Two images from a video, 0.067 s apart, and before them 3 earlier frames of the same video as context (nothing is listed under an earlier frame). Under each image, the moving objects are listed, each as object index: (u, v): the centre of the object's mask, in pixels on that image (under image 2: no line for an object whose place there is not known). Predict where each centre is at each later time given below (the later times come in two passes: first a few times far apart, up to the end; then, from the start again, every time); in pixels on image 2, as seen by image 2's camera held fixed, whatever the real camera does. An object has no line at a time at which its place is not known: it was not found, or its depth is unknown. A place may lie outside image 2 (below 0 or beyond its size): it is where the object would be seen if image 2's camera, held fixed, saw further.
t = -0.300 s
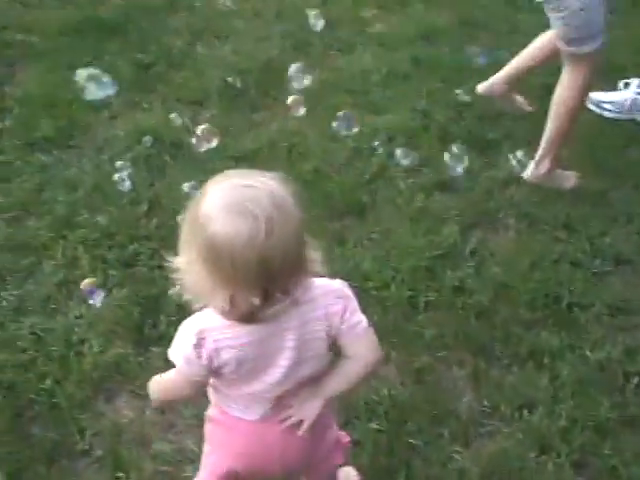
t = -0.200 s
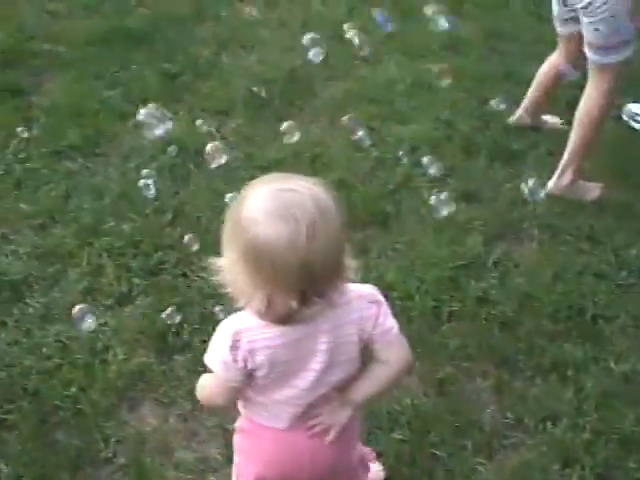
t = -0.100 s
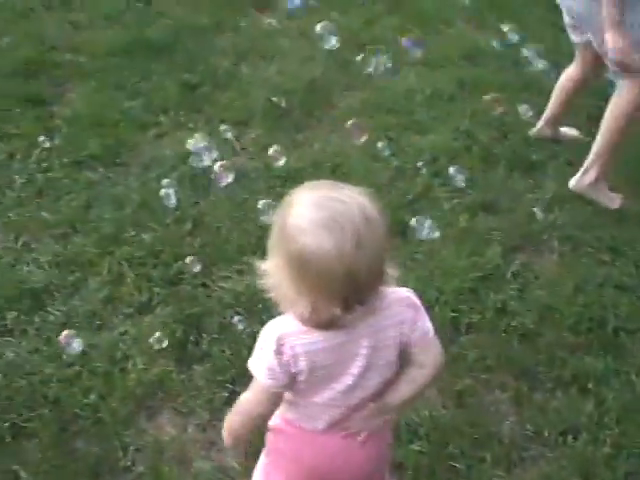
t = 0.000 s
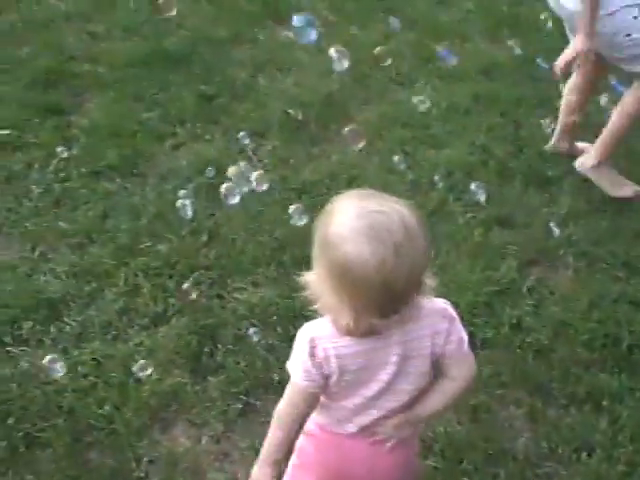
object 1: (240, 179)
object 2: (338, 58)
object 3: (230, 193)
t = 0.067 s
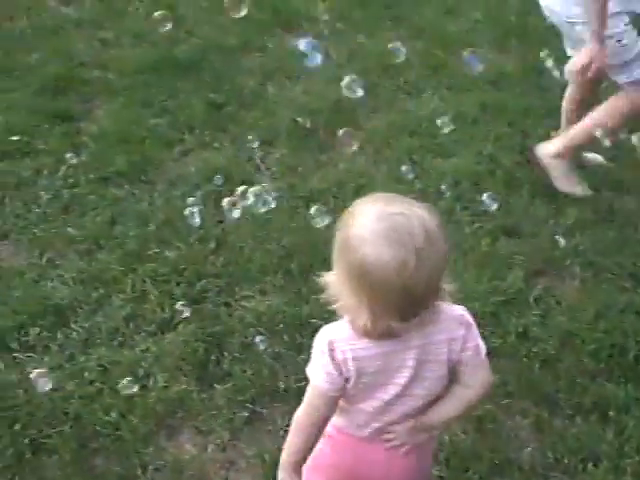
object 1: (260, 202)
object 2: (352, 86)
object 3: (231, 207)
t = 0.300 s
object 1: (286, 243)
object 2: (409, 122)
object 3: (215, 219)
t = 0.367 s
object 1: (290, 245)
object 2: (423, 121)
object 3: (211, 223)
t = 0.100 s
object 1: (268, 208)
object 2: (356, 96)
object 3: (229, 210)
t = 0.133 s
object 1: (272, 214)
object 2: (366, 103)
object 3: (226, 212)
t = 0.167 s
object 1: (276, 223)
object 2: (373, 111)
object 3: (223, 214)
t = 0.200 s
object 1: (279, 229)
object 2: (383, 115)
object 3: (221, 216)
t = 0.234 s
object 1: (281, 233)
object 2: (392, 118)
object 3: (218, 218)
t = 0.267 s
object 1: (285, 238)
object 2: (401, 120)
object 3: (217, 218)
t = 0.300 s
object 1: (286, 243)
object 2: (409, 122)
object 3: (215, 219)
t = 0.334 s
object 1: (288, 248)
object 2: (417, 122)
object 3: (213, 221)
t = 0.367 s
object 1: (290, 245)
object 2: (423, 121)
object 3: (211, 223)
